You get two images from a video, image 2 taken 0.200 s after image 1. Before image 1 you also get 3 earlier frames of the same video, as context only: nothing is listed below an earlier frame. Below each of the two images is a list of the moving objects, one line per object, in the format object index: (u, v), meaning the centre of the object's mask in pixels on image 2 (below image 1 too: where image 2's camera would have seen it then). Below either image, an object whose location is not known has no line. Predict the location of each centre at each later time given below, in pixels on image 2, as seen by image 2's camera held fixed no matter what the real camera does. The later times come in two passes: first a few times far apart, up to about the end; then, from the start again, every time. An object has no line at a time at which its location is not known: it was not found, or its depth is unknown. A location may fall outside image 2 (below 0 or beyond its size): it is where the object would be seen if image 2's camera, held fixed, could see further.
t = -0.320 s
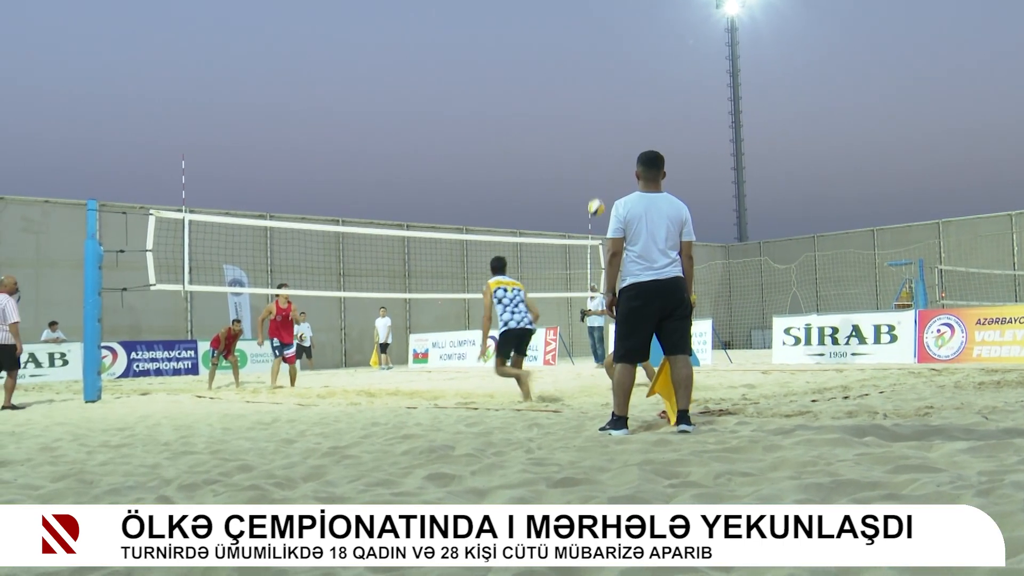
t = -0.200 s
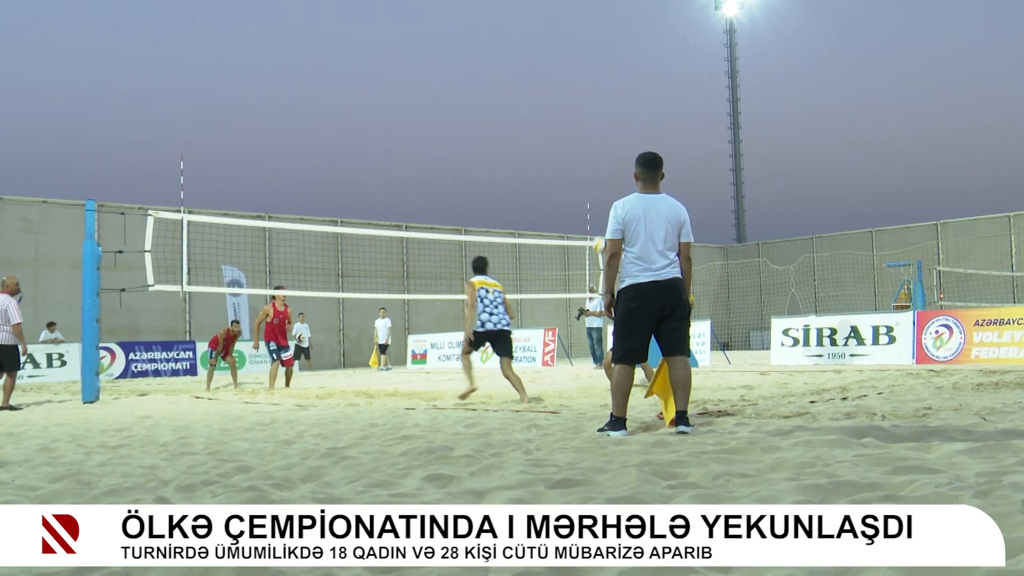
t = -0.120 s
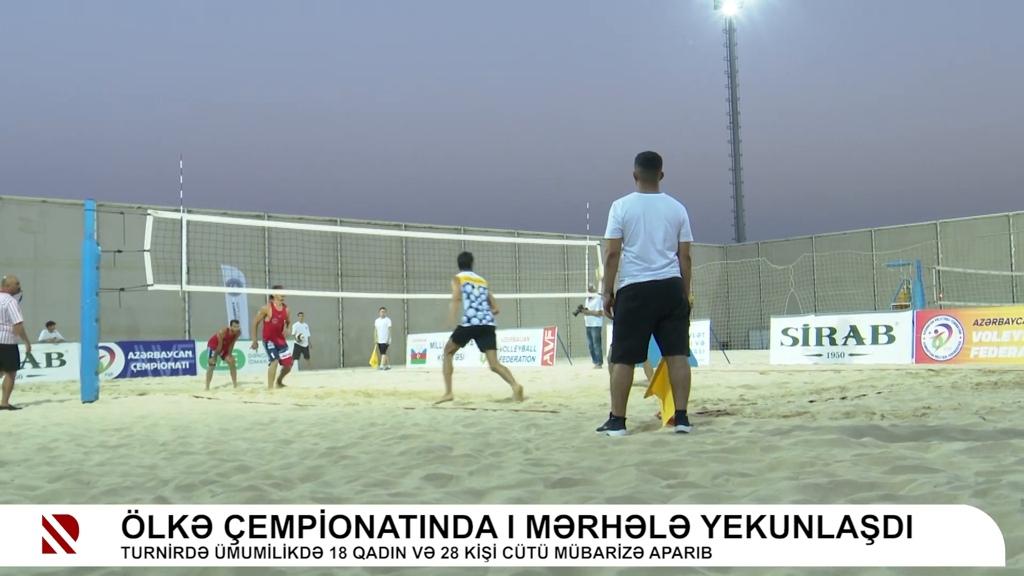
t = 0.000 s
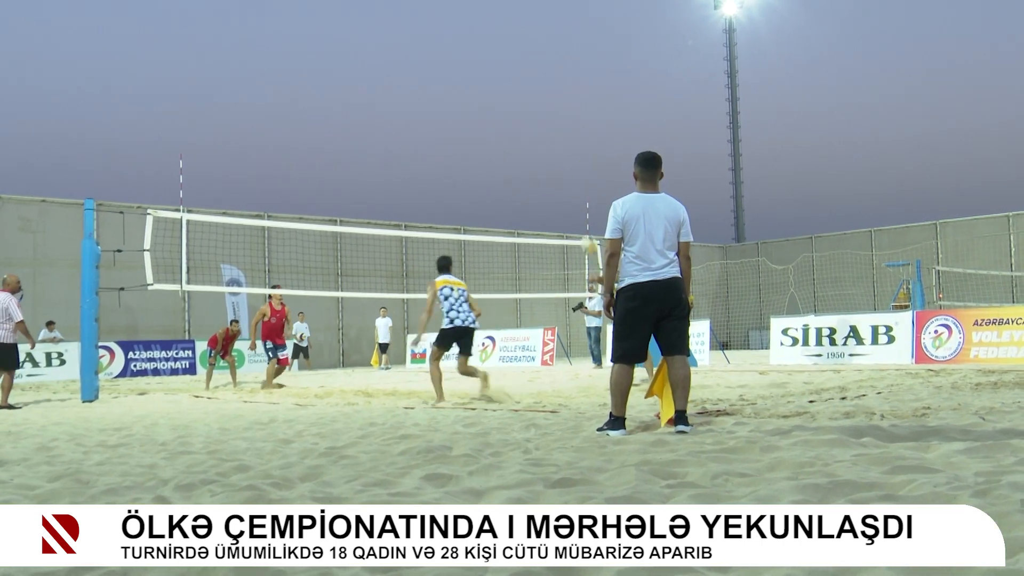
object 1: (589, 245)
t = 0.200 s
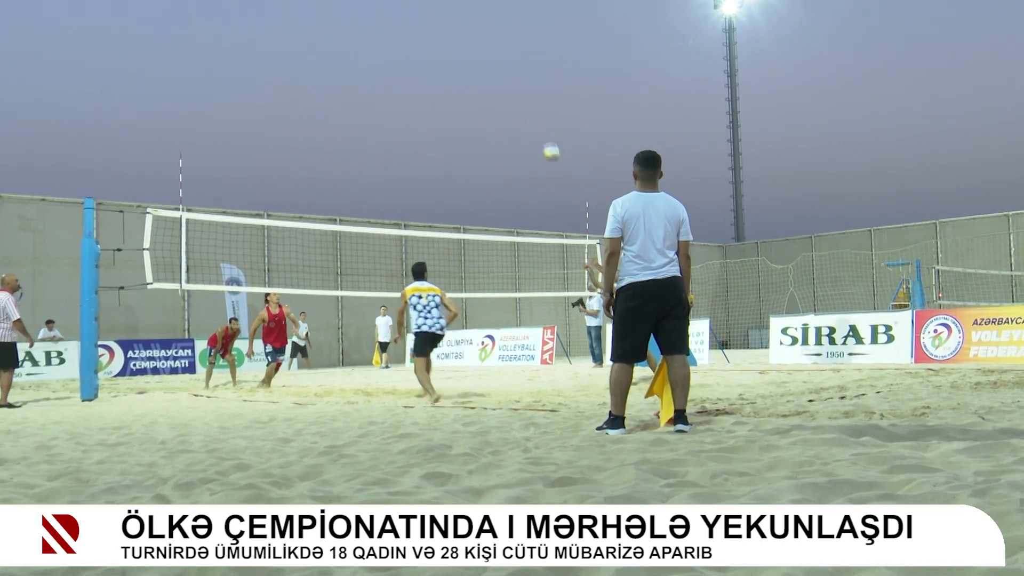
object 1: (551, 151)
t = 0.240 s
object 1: (545, 138)
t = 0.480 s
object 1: (503, 75)
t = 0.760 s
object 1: (459, 56)
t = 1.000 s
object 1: (424, 84)
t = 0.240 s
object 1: (545, 138)
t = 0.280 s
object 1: (537, 124)
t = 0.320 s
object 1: (530, 111)
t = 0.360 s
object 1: (524, 100)
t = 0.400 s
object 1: (517, 91)
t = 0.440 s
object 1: (511, 83)
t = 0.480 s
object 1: (503, 75)
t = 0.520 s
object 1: (496, 69)
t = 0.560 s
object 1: (490, 64)
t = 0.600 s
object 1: (484, 60)
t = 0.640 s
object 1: (477, 58)
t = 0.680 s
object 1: (471, 56)
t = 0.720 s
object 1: (465, 56)
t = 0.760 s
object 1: (459, 56)
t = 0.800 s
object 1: (453, 58)
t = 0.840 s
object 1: (447, 61)
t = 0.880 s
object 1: (441, 66)
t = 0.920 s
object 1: (435, 70)
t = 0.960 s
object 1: (429, 76)
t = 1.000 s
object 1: (424, 84)
